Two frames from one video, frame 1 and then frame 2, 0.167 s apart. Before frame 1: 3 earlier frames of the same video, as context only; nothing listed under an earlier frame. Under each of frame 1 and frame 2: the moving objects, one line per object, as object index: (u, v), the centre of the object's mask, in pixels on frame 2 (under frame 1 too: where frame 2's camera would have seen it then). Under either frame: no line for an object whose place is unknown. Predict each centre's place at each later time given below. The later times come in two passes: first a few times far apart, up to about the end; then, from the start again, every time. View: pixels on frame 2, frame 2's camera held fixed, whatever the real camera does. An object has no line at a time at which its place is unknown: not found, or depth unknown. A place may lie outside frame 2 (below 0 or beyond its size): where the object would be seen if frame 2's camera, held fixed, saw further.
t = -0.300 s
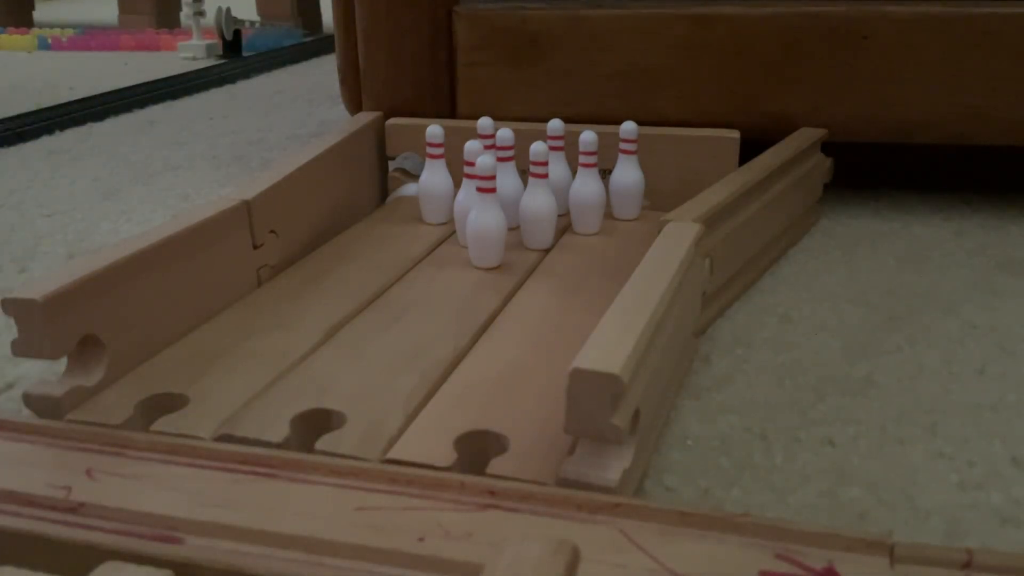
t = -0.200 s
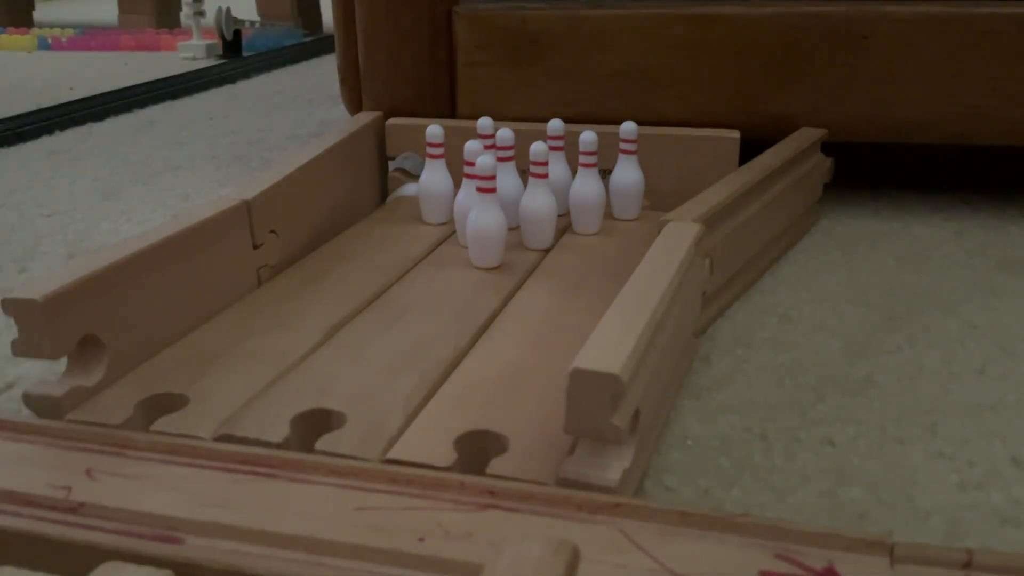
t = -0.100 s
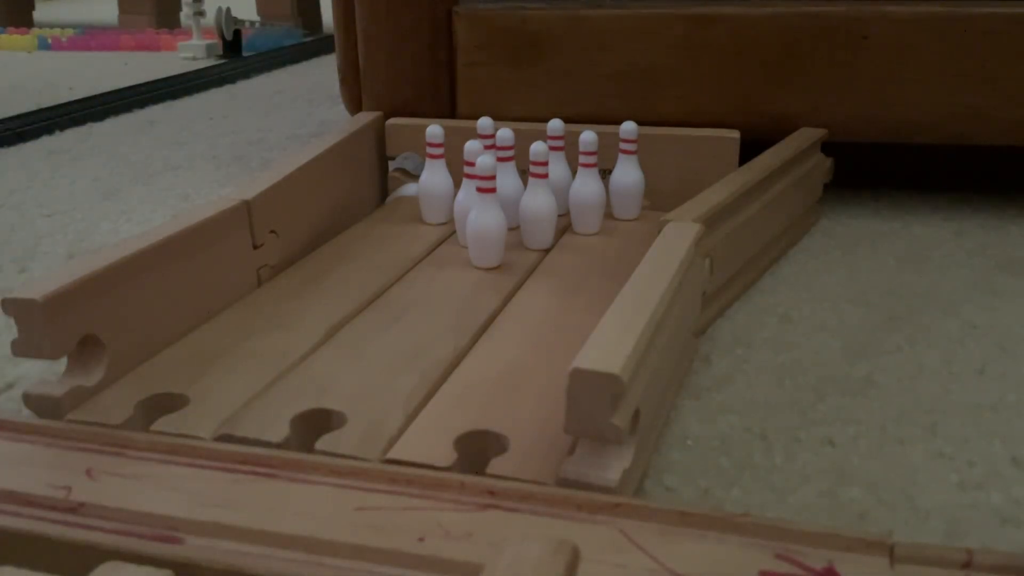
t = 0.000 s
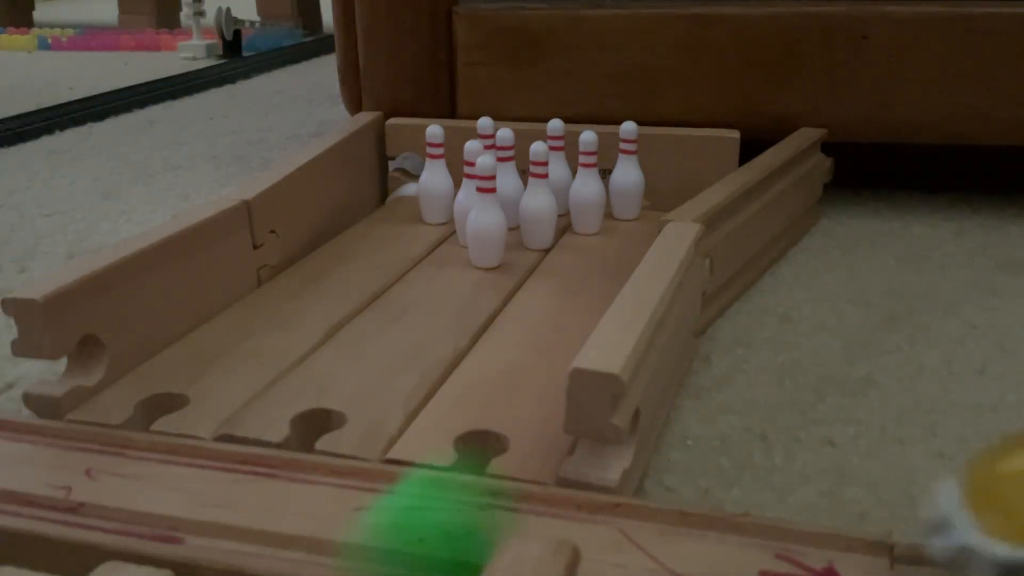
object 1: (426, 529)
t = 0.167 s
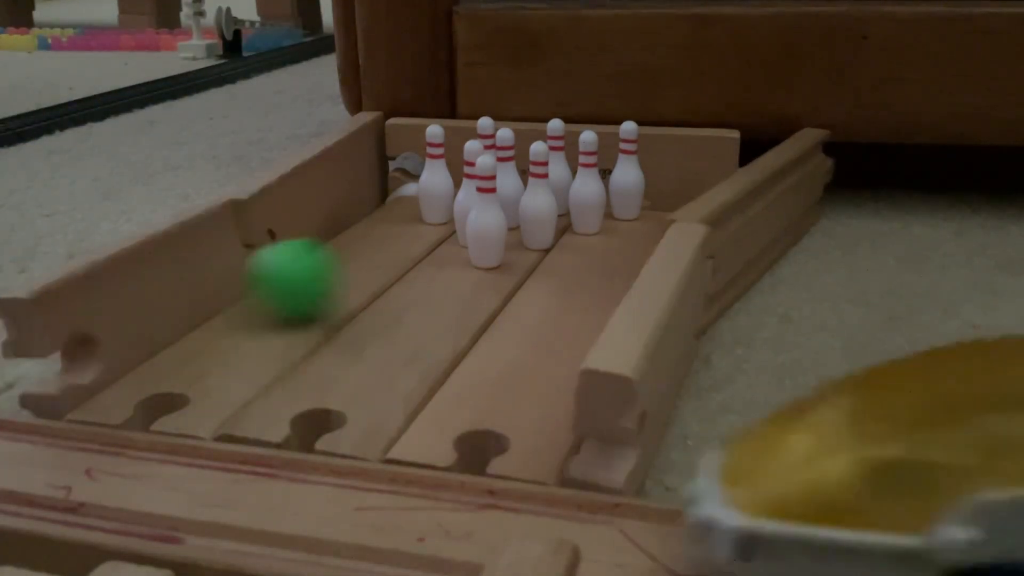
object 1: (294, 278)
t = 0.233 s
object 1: (429, 262)
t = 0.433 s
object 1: (653, 208)
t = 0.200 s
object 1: (366, 270)
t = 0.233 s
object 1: (429, 262)
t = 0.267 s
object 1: (486, 254)
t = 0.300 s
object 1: (530, 241)
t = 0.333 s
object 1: (567, 234)
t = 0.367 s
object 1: (600, 227)
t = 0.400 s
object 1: (631, 219)
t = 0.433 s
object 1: (653, 208)
